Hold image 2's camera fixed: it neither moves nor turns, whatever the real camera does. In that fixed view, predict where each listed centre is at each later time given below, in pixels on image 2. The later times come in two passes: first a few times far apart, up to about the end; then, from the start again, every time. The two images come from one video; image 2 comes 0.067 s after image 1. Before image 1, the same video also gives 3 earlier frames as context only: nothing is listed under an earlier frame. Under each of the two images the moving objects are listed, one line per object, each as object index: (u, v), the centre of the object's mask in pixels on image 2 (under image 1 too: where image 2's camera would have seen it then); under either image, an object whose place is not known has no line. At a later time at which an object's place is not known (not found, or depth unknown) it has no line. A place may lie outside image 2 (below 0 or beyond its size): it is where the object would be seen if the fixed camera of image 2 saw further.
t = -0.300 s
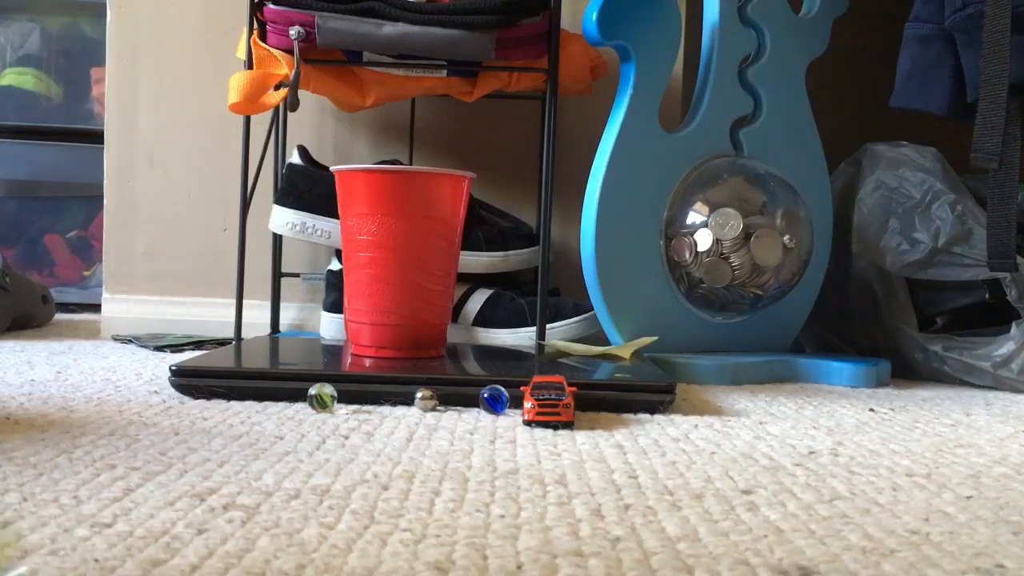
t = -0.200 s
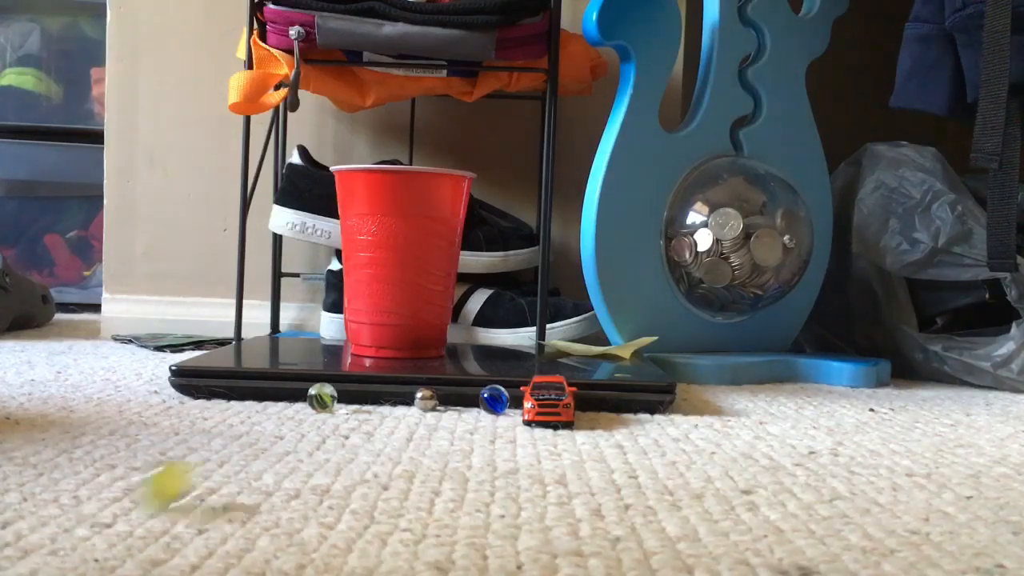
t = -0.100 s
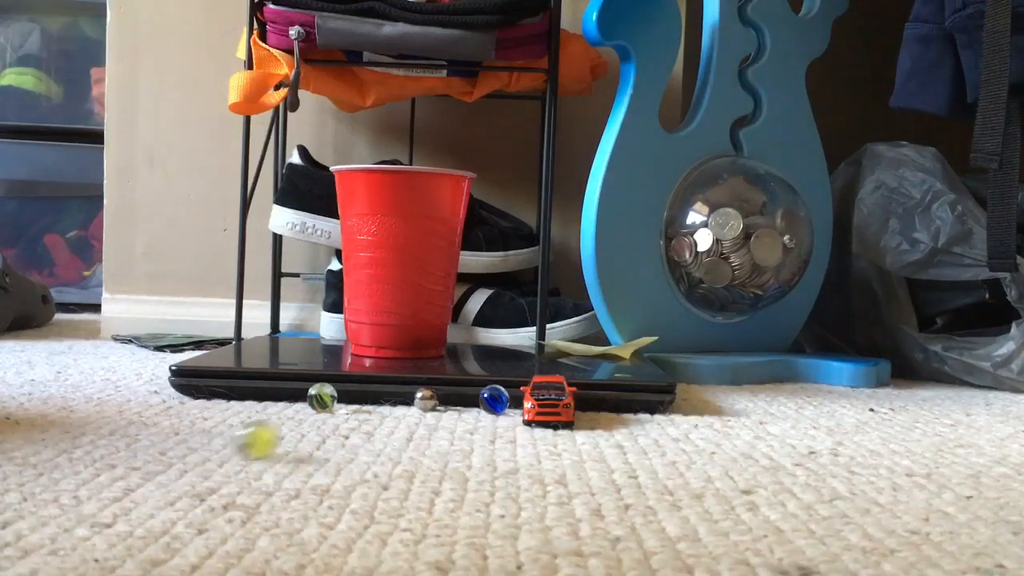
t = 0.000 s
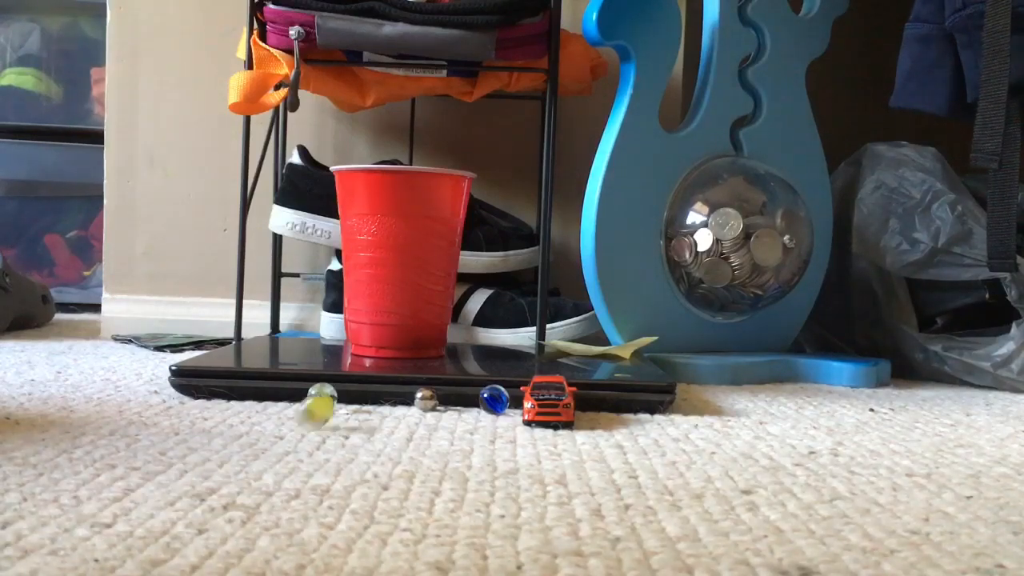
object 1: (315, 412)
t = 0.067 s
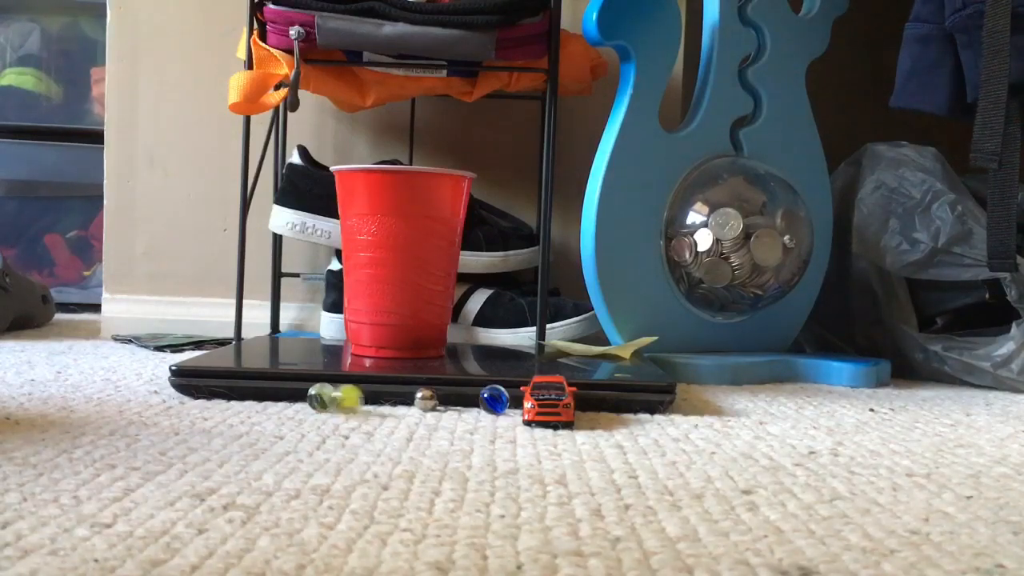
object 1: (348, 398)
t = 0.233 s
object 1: (388, 394)
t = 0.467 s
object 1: (387, 394)
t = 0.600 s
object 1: (391, 395)
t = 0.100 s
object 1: (361, 395)
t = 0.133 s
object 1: (371, 394)
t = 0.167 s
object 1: (378, 394)
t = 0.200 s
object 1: (383, 394)
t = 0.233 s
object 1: (388, 394)
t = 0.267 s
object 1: (393, 394)
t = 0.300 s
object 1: (395, 394)
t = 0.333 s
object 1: (396, 394)
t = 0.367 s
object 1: (395, 394)
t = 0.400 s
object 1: (392, 395)
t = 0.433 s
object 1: (389, 395)
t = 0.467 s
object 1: (387, 394)
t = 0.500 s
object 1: (388, 395)
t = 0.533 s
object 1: (390, 395)
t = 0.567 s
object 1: (391, 395)
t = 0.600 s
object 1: (391, 395)
